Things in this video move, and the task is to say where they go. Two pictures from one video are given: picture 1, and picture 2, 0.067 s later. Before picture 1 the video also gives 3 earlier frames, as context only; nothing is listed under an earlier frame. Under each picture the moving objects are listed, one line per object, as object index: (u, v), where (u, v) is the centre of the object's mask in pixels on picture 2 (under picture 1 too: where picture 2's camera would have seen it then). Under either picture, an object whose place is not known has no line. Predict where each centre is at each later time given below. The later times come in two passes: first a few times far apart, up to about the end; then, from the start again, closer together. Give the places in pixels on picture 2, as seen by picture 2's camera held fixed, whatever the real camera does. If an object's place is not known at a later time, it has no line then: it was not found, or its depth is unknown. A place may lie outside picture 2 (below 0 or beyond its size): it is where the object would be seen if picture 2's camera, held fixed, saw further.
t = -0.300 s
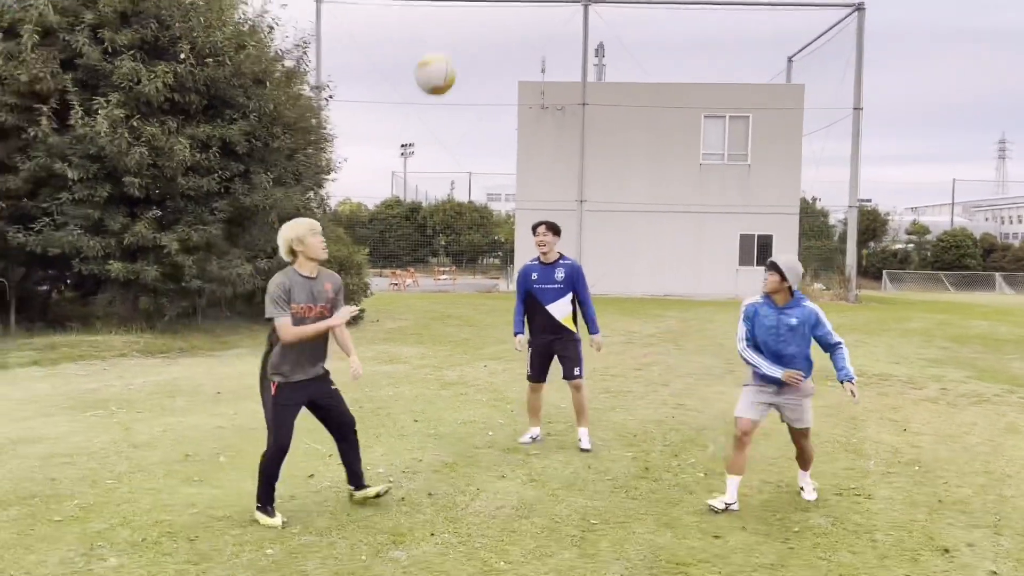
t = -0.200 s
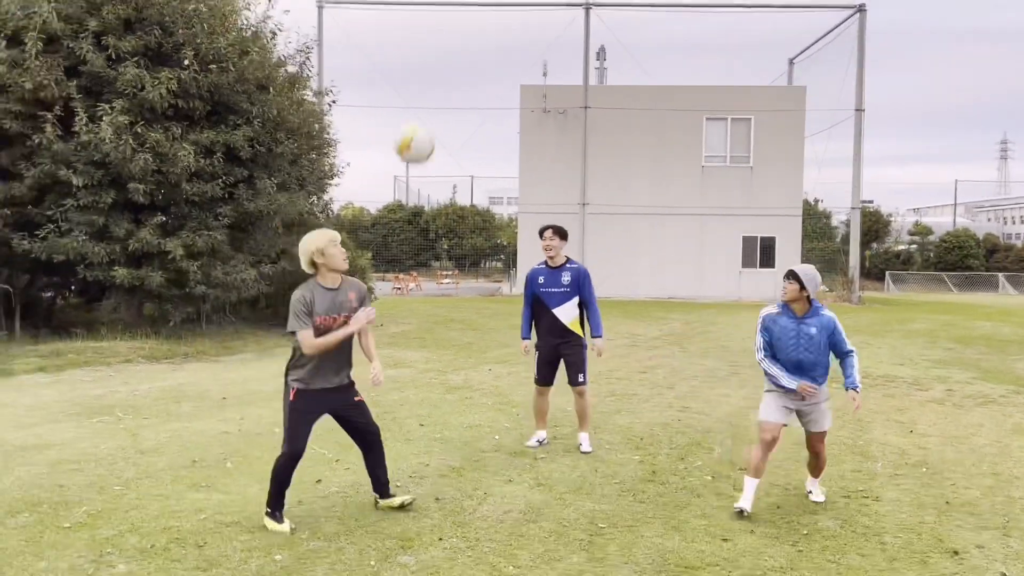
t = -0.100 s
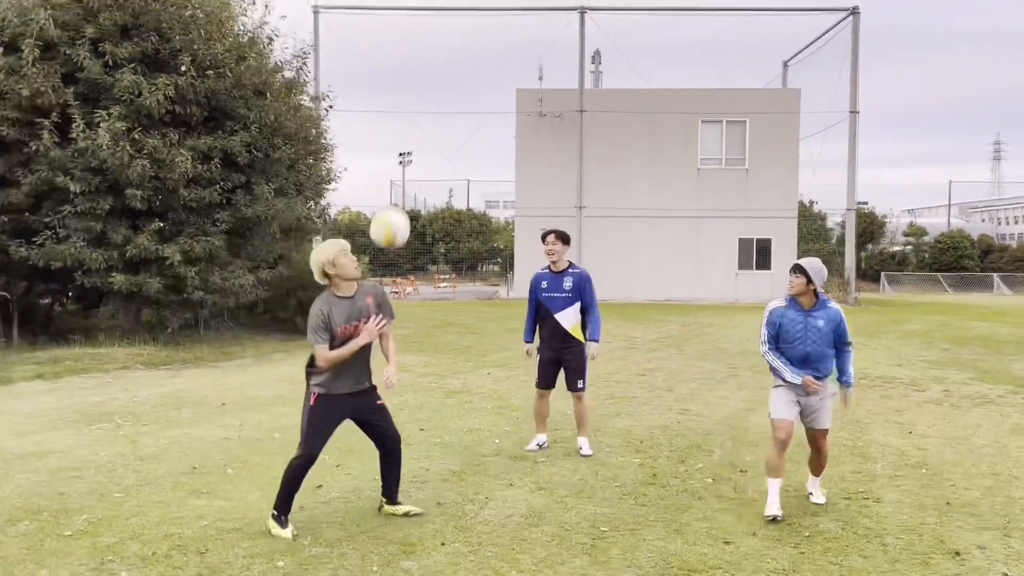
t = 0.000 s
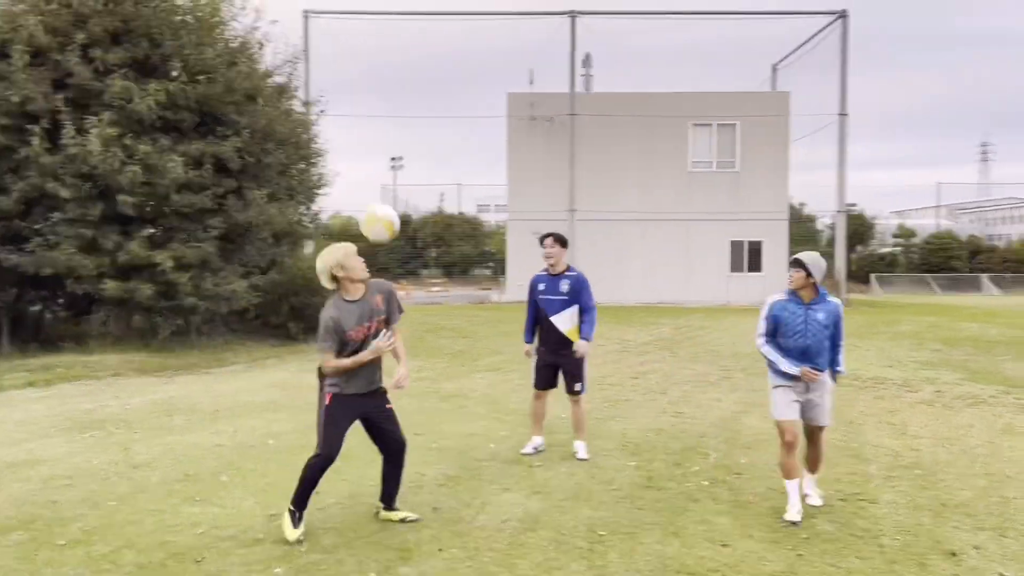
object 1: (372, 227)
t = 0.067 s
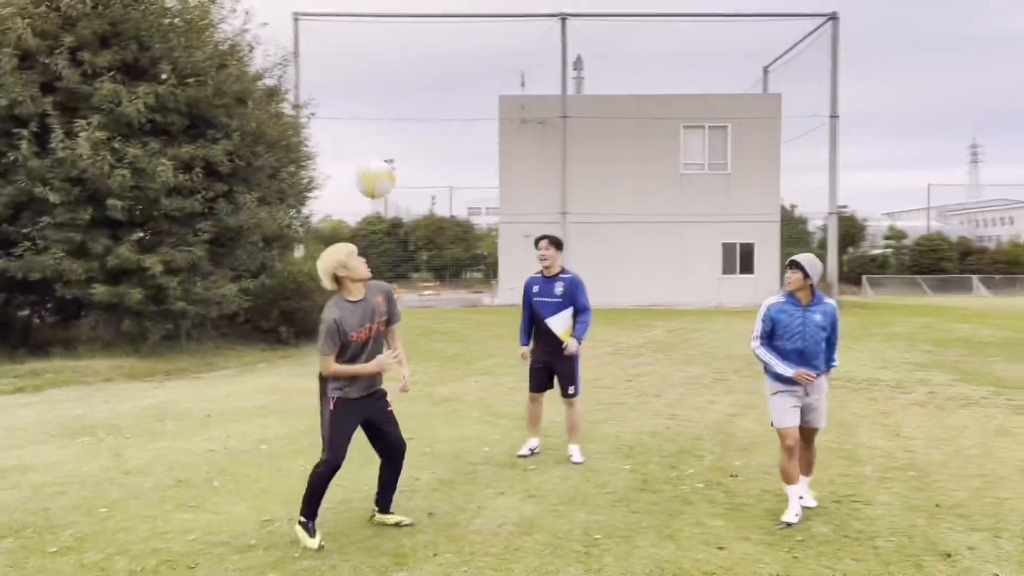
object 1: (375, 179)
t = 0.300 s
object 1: (388, 77)
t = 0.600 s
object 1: (405, 85)
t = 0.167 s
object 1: (380, 123)
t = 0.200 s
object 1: (382, 109)
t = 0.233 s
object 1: (384, 96)
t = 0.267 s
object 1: (387, 85)
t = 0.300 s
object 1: (388, 77)
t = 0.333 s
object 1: (391, 71)
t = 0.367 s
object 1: (393, 65)
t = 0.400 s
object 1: (394, 63)
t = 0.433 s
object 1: (396, 62)
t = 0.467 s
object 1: (399, 63)
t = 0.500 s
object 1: (401, 66)
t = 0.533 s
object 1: (402, 70)
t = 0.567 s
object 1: (403, 76)
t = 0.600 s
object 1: (405, 85)
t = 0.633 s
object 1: (408, 95)
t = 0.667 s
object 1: (409, 107)
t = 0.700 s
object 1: (411, 122)
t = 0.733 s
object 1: (413, 137)
